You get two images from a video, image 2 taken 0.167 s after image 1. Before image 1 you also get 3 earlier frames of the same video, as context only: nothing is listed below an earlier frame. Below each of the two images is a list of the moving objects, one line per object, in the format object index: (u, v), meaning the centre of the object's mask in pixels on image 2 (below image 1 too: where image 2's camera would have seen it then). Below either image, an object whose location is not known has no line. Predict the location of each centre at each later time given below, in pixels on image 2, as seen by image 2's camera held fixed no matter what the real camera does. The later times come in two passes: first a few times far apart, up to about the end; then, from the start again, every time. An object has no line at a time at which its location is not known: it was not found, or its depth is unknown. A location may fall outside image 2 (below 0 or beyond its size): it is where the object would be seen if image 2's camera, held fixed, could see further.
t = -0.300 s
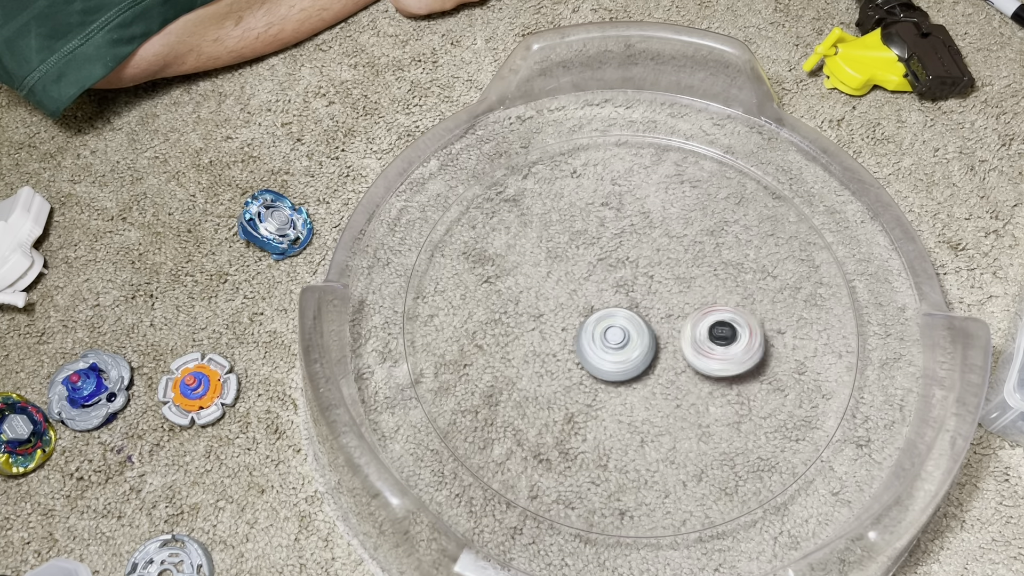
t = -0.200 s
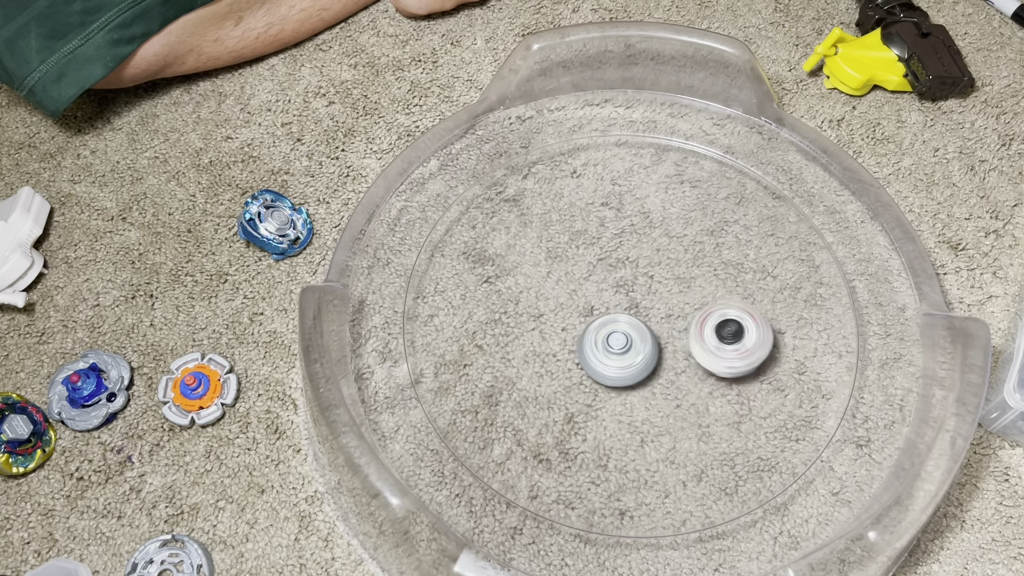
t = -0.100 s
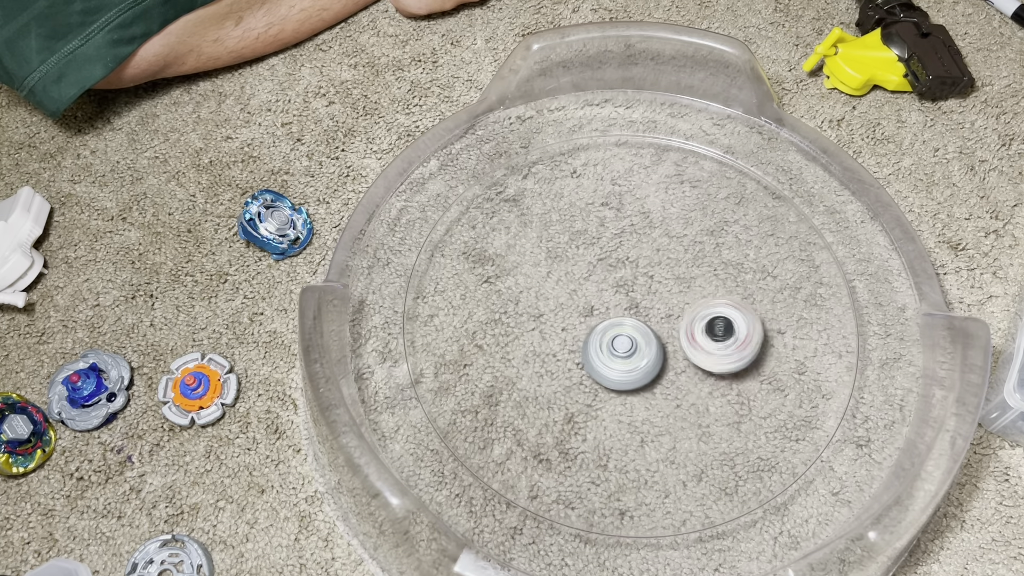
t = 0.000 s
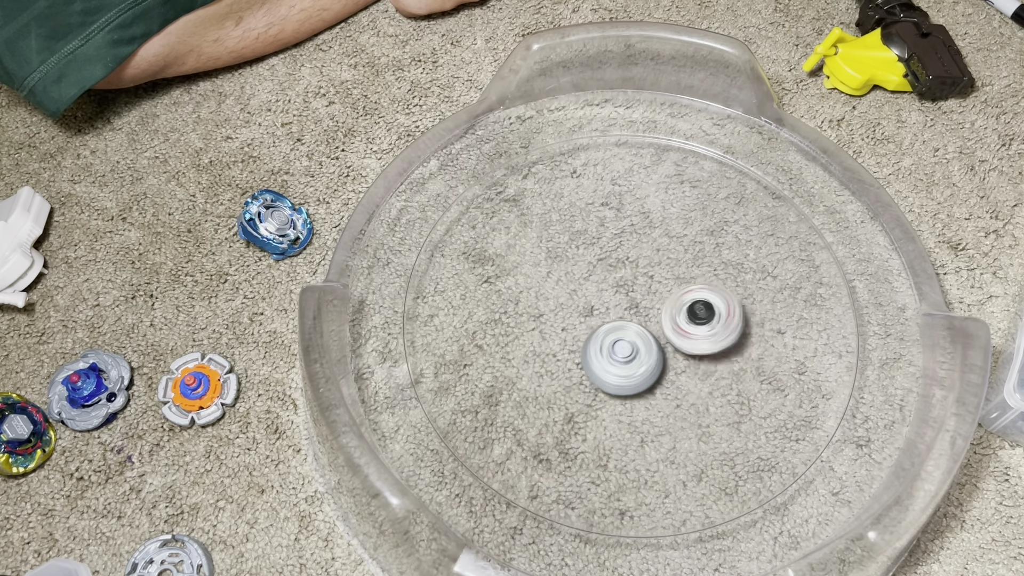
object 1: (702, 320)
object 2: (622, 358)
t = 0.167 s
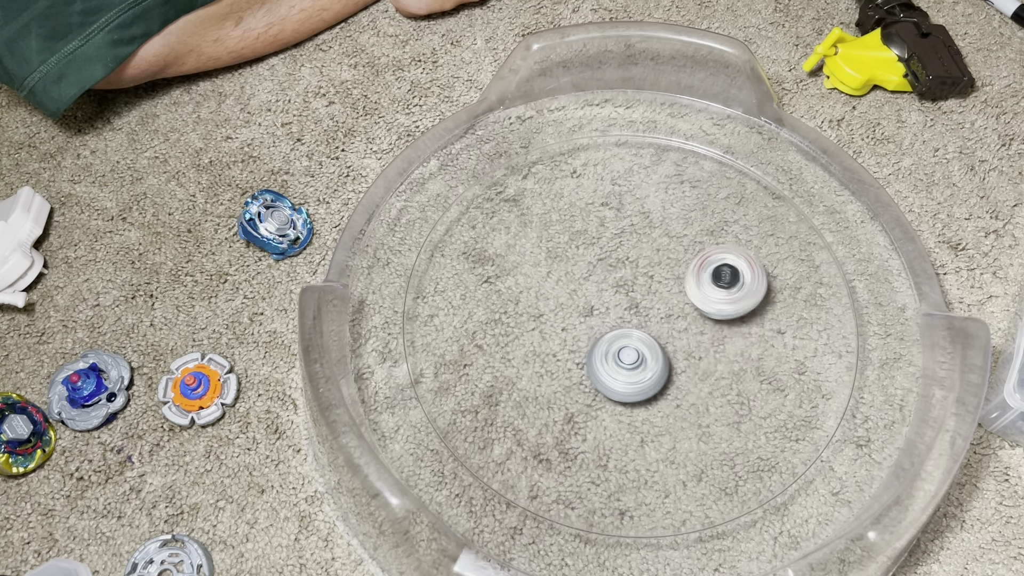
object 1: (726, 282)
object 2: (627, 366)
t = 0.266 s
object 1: (723, 279)
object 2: (631, 364)
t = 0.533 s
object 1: (638, 271)
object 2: (637, 357)
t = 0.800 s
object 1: (570, 242)
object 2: (638, 343)
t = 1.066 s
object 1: (564, 269)
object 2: (651, 332)
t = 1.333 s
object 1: (555, 272)
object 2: (658, 309)
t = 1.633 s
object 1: (495, 331)
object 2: (694, 273)
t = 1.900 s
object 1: (512, 353)
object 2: (662, 265)
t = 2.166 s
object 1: (610, 346)
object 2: (630, 283)
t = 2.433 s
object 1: (690, 382)
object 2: (602, 263)
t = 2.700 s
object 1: (711, 370)
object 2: (585, 289)
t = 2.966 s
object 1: (669, 303)
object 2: (588, 320)
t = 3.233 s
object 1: (674, 250)
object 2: (588, 352)
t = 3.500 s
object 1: (632, 265)
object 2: (608, 363)
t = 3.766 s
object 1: (570, 280)
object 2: (633, 370)
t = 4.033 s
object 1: (573, 285)
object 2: (646, 361)
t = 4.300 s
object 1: (571, 304)
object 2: (676, 354)
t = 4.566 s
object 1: (584, 288)
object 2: (676, 327)
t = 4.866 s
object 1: (572, 302)
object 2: (669, 303)
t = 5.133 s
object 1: (565, 323)
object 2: (655, 286)
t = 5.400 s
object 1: (563, 339)
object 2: (628, 288)
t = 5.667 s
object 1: (596, 379)
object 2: (616, 277)
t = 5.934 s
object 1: (636, 386)
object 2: (607, 284)
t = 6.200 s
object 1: (676, 351)
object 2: (597, 291)
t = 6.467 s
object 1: (722, 362)
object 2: (564, 283)
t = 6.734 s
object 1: (673, 336)
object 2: (569, 316)
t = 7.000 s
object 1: (663, 368)
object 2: (582, 336)
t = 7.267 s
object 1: (690, 388)
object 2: (600, 344)
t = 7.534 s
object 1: (699, 351)
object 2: (613, 345)
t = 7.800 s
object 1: (689, 311)
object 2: (614, 346)
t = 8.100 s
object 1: (638, 280)
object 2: (611, 350)
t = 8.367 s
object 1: (596, 268)
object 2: (617, 346)
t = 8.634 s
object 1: (581, 274)
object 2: (649, 360)
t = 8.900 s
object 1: (600, 307)
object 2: (664, 364)
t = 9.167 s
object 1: (601, 302)
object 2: (665, 365)
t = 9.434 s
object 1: (609, 279)
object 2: (649, 346)
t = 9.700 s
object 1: (611, 250)
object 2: (645, 326)
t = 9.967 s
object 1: (598, 231)
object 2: (654, 324)
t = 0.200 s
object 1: (727, 281)
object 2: (629, 365)
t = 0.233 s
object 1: (725, 279)
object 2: (630, 365)
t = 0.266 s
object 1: (723, 279)
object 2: (631, 364)
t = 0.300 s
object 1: (717, 280)
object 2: (632, 364)
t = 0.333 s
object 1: (710, 280)
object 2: (633, 363)
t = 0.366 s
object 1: (700, 280)
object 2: (634, 362)
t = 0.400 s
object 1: (688, 280)
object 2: (635, 362)
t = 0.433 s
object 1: (675, 278)
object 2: (635, 361)
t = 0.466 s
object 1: (663, 276)
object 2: (636, 359)
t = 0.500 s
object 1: (651, 274)
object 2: (636, 358)
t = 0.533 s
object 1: (638, 271)
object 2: (637, 357)
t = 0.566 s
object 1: (627, 268)
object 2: (637, 356)
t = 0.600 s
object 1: (615, 265)
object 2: (638, 354)
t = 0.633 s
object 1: (604, 261)
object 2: (638, 352)
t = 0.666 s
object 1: (595, 257)
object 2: (638, 351)
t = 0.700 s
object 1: (586, 253)
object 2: (638, 349)
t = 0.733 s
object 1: (578, 249)
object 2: (638, 347)
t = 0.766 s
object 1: (573, 245)
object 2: (638, 345)
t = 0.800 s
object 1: (570, 242)
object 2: (638, 343)
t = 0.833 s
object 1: (569, 242)
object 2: (638, 341)
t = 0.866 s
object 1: (570, 243)
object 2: (638, 338)
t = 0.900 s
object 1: (571, 246)
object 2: (637, 336)
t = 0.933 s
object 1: (574, 251)
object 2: (637, 334)
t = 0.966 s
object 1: (576, 258)
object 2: (637, 332)
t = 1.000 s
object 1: (579, 267)
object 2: (637, 330)
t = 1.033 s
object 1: (578, 274)
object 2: (639, 330)
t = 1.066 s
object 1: (564, 269)
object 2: (651, 332)
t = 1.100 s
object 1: (557, 265)
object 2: (659, 334)
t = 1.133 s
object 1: (552, 263)
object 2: (663, 332)
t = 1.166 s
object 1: (547, 261)
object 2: (664, 328)
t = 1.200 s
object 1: (546, 260)
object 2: (664, 324)
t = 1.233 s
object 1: (546, 261)
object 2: (663, 320)
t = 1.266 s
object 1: (548, 263)
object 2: (662, 316)
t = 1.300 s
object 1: (551, 266)
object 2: (660, 312)
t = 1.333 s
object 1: (555, 272)
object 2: (658, 309)
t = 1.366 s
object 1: (561, 279)
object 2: (656, 306)
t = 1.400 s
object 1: (567, 289)
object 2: (654, 303)
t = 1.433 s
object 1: (573, 297)
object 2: (652, 301)
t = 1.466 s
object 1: (562, 307)
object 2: (663, 296)
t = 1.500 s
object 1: (538, 316)
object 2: (681, 290)
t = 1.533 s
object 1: (521, 320)
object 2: (694, 287)
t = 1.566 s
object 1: (511, 324)
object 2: (698, 282)
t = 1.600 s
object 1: (503, 327)
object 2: (698, 277)
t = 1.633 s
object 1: (495, 331)
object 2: (694, 273)
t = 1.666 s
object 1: (489, 334)
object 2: (690, 270)
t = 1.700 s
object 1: (484, 339)
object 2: (686, 267)
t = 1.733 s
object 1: (481, 342)
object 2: (682, 266)
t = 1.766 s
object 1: (482, 345)
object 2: (678, 265)
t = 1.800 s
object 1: (485, 347)
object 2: (674, 264)
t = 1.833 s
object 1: (491, 348)
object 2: (670, 264)
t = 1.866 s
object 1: (500, 351)
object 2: (666, 265)
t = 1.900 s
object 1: (512, 353)
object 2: (662, 265)
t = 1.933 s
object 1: (523, 354)
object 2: (658, 266)
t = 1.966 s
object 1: (536, 356)
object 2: (654, 268)
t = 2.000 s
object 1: (547, 356)
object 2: (650, 270)
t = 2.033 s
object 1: (561, 356)
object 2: (646, 272)
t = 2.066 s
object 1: (572, 355)
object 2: (642, 274)
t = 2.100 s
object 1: (586, 354)
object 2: (638, 277)
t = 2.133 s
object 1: (597, 351)
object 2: (634, 280)
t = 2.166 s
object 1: (610, 346)
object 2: (630, 283)
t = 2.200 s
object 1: (619, 348)
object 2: (628, 280)
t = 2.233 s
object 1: (628, 348)
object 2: (625, 280)
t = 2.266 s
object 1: (640, 354)
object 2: (622, 274)
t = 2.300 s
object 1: (651, 368)
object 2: (618, 264)
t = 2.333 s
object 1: (662, 373)
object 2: (614, 260)
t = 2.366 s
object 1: (671, 376)
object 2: (609, 260)
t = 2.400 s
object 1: (682, 380)
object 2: (605, 261)
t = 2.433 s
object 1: (690, 382)
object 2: (602, 263)
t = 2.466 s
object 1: (699, 384)
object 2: (598, 266)
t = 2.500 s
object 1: (706, 385)
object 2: (595, 269)
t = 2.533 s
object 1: (712, 385)
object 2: (593, 271)
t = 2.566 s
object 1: (715, 385)
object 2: (590, 275)
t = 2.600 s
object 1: (717, 382)
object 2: (588, 278)
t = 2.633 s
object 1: (717, 380)
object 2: (587, 282)
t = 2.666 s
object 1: (714, 375)
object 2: (586, 286)
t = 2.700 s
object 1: (711, 370)
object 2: (585, 289)
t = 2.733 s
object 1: (706, 362)
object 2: (584, 293)
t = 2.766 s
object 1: (702, 354)
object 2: (584, 297)
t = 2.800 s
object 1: (696, 345)
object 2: (584, 301)
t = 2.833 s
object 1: (692, 336)
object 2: (585, 305)
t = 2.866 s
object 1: (686, 328)
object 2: (586, 309)
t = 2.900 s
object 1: (680, 319)
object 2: (586, 313)
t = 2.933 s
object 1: (673, 312)
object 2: (588, 317)
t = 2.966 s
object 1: (669, 303)
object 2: (588, 320)
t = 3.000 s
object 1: (676, 296)
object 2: (579, 325)
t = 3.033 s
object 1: (677, 286)
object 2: (577, 330)
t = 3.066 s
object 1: (677, 279)
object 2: (577, 335)
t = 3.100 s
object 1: (677, 271)
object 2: (579, 339)
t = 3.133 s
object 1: (677, 264)
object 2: (581, 343)
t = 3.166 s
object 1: (676, 259)
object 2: (583, 346)
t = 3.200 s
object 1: (675, 254)
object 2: (586, 349)
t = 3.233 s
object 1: (674, 250)
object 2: (588, 352)
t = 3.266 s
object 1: (671, 250)
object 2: (590, 354)
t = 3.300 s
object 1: (669, 249)
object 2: (593, 356)
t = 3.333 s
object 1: (665, 250)
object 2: (595, 358)
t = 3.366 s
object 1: (660, 252)
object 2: (598, 360)
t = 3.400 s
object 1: (654, 256)
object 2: (600, 361)
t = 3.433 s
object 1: (648, 258)
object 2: (603, 362)
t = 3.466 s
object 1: (639, 263)
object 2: (606, 362)
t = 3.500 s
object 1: (632, 265)
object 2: (608, 363)
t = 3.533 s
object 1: (623, 270)
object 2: (611, 363)
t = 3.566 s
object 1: (616, 273)
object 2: (613, 363)
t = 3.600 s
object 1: (607, 279)
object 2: (615, 362)
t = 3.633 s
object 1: (601, 282)
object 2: (617, 362)
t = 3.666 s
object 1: (592, 288)
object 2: (619, 361)
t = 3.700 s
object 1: (585, 284)
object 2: (624, 367)
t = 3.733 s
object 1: (576, 283)
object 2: (630, 370)
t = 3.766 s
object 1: (570, 280)
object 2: (633, 370)
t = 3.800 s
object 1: (563, 278)
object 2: (636, 369)
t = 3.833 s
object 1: (559, 275)
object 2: (637, 368)
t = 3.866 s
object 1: (557, 274)
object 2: (639, 367)
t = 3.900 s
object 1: (558, 273)
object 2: (641, 366)
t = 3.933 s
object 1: (559, 275)
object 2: (642, 365)
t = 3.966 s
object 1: (563, 276)
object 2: (643, 364)
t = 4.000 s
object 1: (568, 281)
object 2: (645, 362)
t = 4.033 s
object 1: (573, 285)
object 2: (646, 361)
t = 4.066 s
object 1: (578, 292)
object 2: (647, 359)
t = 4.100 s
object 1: (585, 298)
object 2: (648, 358)
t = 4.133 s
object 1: (588, 304)
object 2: (649, 357)
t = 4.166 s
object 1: (588, 307)
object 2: (654, 356)
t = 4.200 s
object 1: (588, 310)
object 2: (657, 355)
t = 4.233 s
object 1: (584, 310)
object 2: (663, 354)
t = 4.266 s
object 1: (576, 307)
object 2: (671, 355)
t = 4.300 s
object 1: (571, 304)
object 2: (676, 354)
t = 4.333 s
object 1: (565, 300)
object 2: (678, 351)
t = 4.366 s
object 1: (562, 295)
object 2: (679, 347)
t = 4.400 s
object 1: (561, 291)
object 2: (679, 344)
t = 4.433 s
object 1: (563, 289)
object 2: (679, 340)
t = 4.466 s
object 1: (566, 286)
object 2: (679, 337)
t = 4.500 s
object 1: (571, 286)
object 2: (678, 334)
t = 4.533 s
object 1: (578, 286)
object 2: (677, 330)
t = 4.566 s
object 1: (584, 288)
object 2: (676, 327)
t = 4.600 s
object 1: (592, 292)
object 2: (674, 324)
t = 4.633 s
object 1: (597, 296)
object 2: (673, 321)
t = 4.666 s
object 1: (594, 298)
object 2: (677, 318)
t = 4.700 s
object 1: (589, 298)
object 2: (678, 315)
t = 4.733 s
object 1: (584, 299)
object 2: (677, 312)
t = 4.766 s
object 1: (580, 299)
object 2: (675, 310)
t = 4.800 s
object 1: (576, 300)
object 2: (673, 307)
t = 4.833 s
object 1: (573, 301)
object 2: (671, 305)
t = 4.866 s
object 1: (572, 302)
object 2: (669, 303)
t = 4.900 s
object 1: (573, 303)
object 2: (666, 301)
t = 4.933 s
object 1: (574, 304)
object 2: (663, 299)
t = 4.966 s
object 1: (575, 307)
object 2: (660, 297)
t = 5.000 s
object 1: (579, 308)
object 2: (657, 295)
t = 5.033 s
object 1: (583, 312)
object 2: (655, 294)
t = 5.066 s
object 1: (576, 316)
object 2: (657, 290)
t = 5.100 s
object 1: (571, 319)
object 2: (657, 287)
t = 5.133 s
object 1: (565, 323)
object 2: (655, 286)
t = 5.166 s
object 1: (560, 326)
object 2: (652, 285)
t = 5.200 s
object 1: (557, 330)
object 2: (649, 285)
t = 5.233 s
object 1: (554, 332)
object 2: (645, 285)
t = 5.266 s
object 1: (552, 334)
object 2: (641, 285)
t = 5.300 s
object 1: (553, 335)
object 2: (638, 285)
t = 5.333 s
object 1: (555, 337)
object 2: (634, 286)
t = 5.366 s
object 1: (558, 338)
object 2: (631, 287)
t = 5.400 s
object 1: (563, 339)
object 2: (628, 288)
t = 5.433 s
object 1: (569, 341)
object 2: (624, 289)
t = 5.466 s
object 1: (576, 342)
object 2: (621, 290)
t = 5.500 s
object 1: (581, 345)
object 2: (619, 290)
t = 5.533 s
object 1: (588, 350)
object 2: (617, 290)
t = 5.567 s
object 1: (590, 358)
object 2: (617, 286)
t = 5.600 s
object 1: (592, 368)
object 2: (619, 280)
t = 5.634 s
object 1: (594, 373)
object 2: (618, 278)
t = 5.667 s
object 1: (596, 379)
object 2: (616, 277)
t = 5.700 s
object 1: (602, 384)
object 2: (615, 277)
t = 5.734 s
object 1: (604, 387)
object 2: (613, 278)
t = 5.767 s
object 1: (610, 390)
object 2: (611, 279)
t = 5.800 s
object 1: (614, 391)
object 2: (610, 279)
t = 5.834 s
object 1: (619, 393)
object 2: (609, 280)
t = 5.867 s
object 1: (625, 391)
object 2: (608, 282)
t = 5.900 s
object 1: (629, 390)
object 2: (608, 283)
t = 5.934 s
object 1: (636, 386)
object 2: (607, 284)
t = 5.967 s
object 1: (640, 382)
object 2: (607, 286)
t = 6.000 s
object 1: (645, 379)
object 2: (606, 287)
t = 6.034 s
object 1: (651, 372)
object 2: (606, 289)
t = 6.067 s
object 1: (654, 366)
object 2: (606, 291)
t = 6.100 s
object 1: (657, 360)
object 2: (605, 293)
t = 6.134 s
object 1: (659, 352)
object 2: (605, 295)
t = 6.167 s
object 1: (661, 346)
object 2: (605, 297)
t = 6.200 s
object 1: (676, 351)
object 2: (597, 291)
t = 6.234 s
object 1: (693, 361)
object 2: (584, 281)
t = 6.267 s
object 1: (703, 364)
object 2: (576, 273)
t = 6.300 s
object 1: (708, 365)
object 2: (573, 269)
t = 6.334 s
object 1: (712, 368)
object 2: (571, 270)
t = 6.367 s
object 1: (718, 367)
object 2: (569, 273)
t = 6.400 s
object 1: (720, 366)
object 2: (567, 276)
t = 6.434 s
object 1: (722, 365)
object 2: (565, 279)
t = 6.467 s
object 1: (722, 362)
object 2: (564, 283)
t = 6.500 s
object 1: (718, 360)
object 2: (563, 287)
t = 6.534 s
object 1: (716, 356)
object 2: (563, 291)
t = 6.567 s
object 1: (710, 350)
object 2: (563, 295)
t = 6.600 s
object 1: (701, 345)
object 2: (563, 299)
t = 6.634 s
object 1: (695, 343)
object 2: (564, 303)
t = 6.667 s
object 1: (689, 340)
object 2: (565, 308)
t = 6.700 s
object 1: (681, 337)
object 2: (567, 312)
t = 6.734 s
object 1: (673, 336)
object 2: (569, 316)
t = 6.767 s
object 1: (665, 336)
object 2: (572, 320)
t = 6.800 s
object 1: (657, 337)
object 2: (574, 325)
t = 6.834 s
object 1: (652, 339)
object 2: (577, 328)
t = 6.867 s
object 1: (651, 341)
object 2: (577, 331)
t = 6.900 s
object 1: (652, 344)
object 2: (578, 333)
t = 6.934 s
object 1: (654, 352)
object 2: (578, 333)
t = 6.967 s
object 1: (658, 361)
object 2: (580, 335)
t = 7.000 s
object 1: (663, 368)
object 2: (582, 336)
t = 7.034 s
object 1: (666, 372)
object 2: (583, 337)
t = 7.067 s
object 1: (670, 378)
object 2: (586, 338)
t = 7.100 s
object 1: (676, 382)
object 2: (588, 339)
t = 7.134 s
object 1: (680, 386)
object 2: (590, 340)
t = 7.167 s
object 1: (685, 388)
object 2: (593, 341)
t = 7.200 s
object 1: (687, 389)
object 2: (595, 342)
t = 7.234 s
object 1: (689, 390)
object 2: (598, 344)
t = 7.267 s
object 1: (690, 388)
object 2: (600, 344)
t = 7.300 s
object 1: (689, 385)
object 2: (604, 345)
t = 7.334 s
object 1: (688, 380)
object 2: (607, 346)
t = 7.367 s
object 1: (686, 373)
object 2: (609, 346)
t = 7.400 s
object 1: (689, 369)
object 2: (608, 345)
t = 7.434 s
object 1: (694, 365)
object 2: (608, 345)
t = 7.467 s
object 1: (696, 361)
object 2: (610, 345)
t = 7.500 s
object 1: (698, 357)
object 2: (612, 345)
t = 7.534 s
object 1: (699, 351)
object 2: (613, 345)
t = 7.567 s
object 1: (697, 345)
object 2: (615, 346)
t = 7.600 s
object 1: (703, 340)
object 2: (611, 346)
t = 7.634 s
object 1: (705, 333)
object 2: (611, 346)
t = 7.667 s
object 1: (704, 328)
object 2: (611, 346)
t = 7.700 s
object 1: (703, 325)
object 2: (612, 346)
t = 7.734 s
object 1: (700, 320)
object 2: (612, 346)
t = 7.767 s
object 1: (695, 314)
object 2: (613, 346)
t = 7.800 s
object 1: (689, 311)
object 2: (614, 346)
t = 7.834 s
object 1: (685, 307)
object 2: (614, 346)
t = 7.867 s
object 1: (682, 304)
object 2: (611, 347)
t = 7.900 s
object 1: (673, 299)
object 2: (612, 347)
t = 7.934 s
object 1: (667, 294)
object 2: (610, 350)
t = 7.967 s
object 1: (662, 290)
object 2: (610, 350)
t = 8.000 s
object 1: (657, 286)
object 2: (611, 350)
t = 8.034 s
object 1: (650, 284)
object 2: (611, 350)
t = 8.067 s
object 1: (644, 282)
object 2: (611, 350)
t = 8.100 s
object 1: (638, 280)
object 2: (611, 350)
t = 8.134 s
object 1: (631, 275)
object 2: (611, 351)
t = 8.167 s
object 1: (626, 272)
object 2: (611, 351)
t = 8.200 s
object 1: (620, 269)
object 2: (612, 350)
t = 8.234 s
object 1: (614, 268)
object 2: (613, 350)
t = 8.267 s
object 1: (609, 266)
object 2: (614, 349)
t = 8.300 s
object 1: (603, 266)
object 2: (615, 348)
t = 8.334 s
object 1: (598, 267)
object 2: (616, 347)
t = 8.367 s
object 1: (596, 268)
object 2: (617, 346)
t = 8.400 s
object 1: (592, 269)
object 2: (619, 345)
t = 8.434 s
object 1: (590, 273)
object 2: (621, 344)
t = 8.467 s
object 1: (588, 273)
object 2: (625, 347)
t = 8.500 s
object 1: (586, 277)
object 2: (627, 347)
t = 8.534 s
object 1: (585, 280)
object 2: (630, 347)
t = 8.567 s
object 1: (581, 273)
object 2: (639, 356)
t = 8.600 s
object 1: (580, 273)
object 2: (644, 359)
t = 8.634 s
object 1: (581, 274)
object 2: (649, 360)
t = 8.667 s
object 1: (581, 275)
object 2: (652, 361)
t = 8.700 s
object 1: (583, 278)
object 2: (655, 362)
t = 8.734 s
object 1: (585, 282)
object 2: (658, 363)
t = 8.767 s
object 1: (588, 287)
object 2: (660, 363)
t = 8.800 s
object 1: (591, 293)
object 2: (662, 364)
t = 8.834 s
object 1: (594, 297)
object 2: (663, 364)
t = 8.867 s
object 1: (597, 302)
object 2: (664, 364)
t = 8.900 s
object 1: (600, 307)
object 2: (664, 364)
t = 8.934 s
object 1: (604, 310)
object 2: (666, 365)
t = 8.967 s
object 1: (605, 311)
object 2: (666, 366)
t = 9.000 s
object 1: (606, 312)
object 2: (667, 366)
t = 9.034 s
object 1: (605, 311)
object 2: (667, 366)
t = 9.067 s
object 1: (606, 311)
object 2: (666, 366)
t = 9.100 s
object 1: (606, 309)
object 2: (667, 366)
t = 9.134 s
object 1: (603, 305)
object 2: (666, 366)
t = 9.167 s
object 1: (601, 302)
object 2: (665, 365)
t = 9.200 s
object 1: (598, 296)
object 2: (663, 363)
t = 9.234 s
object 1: (597, 292)
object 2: (662, 361)
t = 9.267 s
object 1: (597, 288)
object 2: (660, 360)
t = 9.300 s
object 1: (597, 284)
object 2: (657, 357)
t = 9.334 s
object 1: (599, 282)
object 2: (655, 354)
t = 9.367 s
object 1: (602, 280)
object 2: (653, 351)
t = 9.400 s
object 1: (605, 280)
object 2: (651, 348)
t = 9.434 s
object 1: (609, 279)
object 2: (649, 346)
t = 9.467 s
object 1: (611, 277)
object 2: (648, 344)
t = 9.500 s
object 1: (612, 274)
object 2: (647, 342)
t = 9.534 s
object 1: (613, 271)
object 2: (646, 339)
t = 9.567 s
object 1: (612, 263)
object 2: (647, 339)
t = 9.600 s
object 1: (610, 258)
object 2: (646, 336)
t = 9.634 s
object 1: (611, 255)
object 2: (646, 332)
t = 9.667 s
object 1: (612, 252)
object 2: (645, 329)
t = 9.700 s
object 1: (611, 250)
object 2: (645, 326)
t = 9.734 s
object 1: (611, 249)
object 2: (645, 322)
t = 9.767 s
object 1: (611, 248)
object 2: (645, 319)
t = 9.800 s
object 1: (609, 248)
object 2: (646, 318)
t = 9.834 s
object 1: (602, 237)
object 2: (651, 324)
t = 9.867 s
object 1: (598, 233)
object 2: (652, 325)
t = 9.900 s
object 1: (596, 232)
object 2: (653, 325)
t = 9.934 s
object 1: (597, 232)
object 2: (653, 324)
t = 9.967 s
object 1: (598, 231)
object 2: (654, 324)
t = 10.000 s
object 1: (596, 229)
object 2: (654, 323)
